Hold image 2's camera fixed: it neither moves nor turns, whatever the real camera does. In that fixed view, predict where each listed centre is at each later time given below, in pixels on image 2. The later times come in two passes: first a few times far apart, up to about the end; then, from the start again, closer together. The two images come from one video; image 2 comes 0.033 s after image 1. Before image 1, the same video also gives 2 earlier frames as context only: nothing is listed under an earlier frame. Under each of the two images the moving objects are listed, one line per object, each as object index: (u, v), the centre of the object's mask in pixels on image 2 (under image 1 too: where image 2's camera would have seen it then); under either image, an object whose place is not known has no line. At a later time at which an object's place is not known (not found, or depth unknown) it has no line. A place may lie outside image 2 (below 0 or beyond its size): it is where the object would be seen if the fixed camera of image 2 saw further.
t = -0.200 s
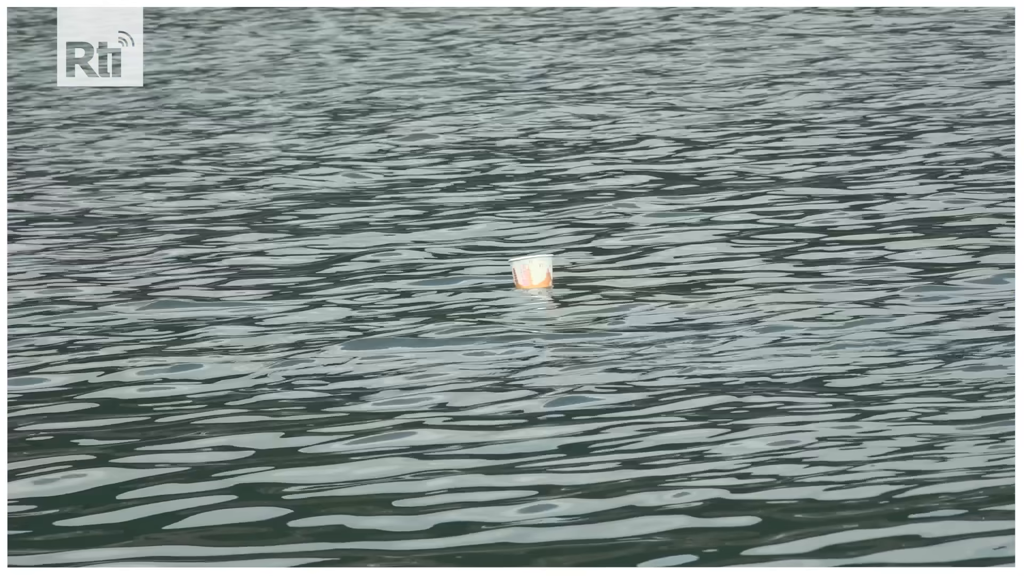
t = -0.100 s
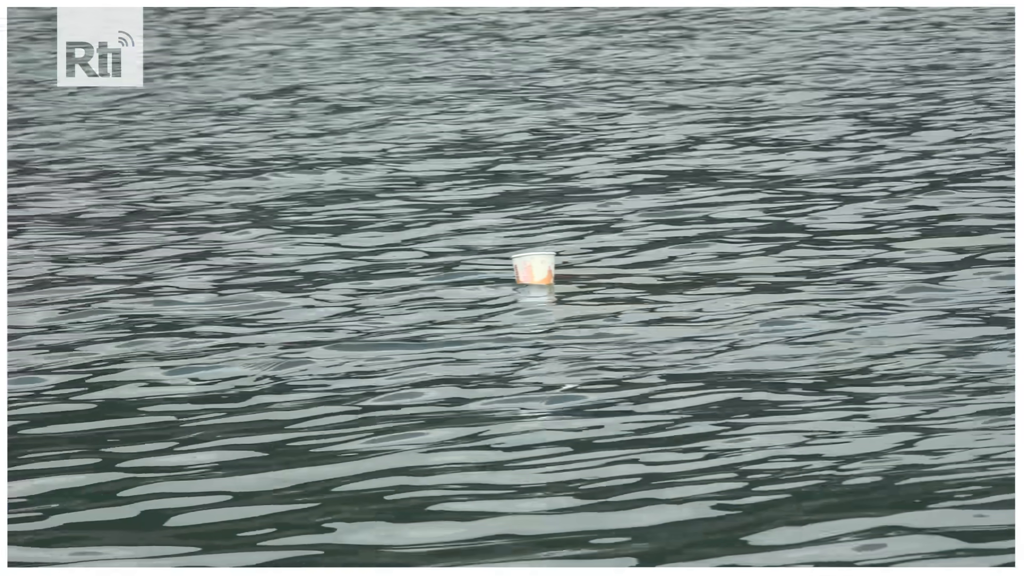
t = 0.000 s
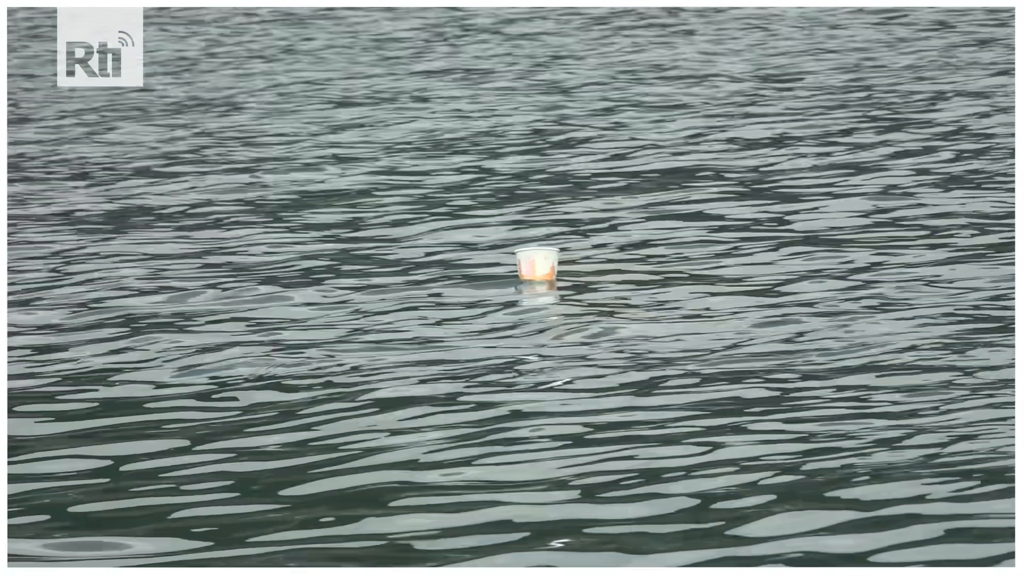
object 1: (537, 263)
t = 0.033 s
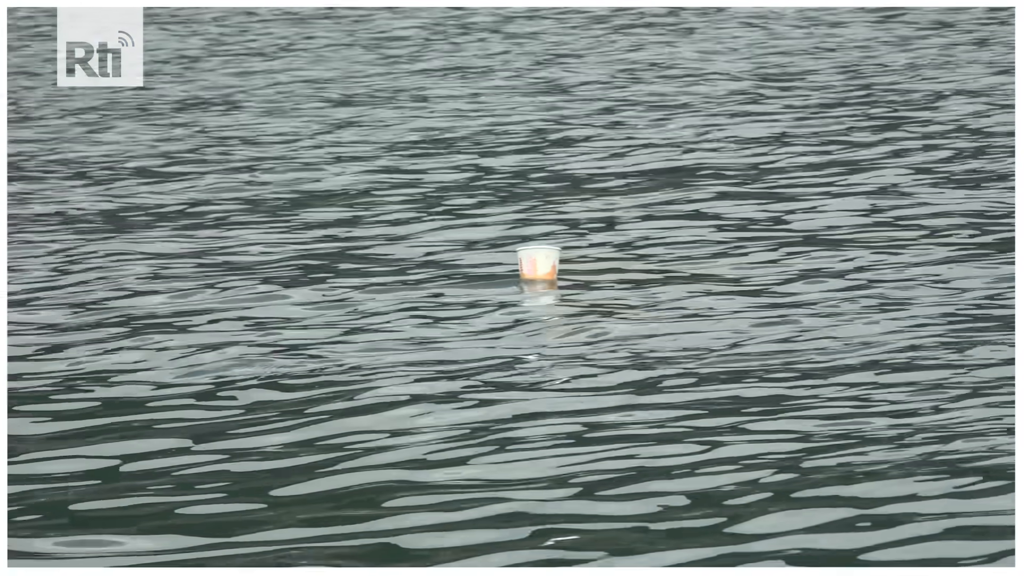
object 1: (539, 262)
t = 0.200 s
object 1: (546, 266)
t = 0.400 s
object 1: (555, 269)
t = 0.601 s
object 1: (564, 270)
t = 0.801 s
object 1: (569, 272)
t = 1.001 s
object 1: (574, 269)
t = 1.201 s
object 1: (581, 269)
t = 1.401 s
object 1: (591, 262)
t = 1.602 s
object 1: (600, 255)
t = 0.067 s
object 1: (540, 262)
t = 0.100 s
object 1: (541, 263)
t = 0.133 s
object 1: (542, 264)
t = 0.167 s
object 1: (544, 265)
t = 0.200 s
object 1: (546, 266)
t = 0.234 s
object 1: (548, 267)
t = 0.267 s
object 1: (549, 268)
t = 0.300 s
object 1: (550, 269)
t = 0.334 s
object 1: (552, 270)
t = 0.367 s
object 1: (553, 270)
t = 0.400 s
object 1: (555, 269)
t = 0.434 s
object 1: (556, 269)
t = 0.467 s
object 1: (558, 268)
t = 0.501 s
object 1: (559, 268)
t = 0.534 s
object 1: (561, 269)
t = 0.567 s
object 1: (562, 269)
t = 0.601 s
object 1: (564, 270)
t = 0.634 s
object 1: (565, 270)
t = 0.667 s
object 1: (566, 270)
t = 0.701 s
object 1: (567, 271)
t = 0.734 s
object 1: (568, 272)
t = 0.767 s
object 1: (569, 272)
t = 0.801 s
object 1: (569, 272)
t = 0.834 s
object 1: (569, 273)
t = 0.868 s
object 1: (570, 272)
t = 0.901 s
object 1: (571, 272)
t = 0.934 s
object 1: (572, 271)
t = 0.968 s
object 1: (573, 270)
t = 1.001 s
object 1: (574, 269)
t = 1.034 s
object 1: (575, 269)
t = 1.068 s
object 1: (576, 268)
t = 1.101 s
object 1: (577, 268)
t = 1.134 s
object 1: (578, 268)
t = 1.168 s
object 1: (579, 269)
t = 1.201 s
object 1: (581, 269)
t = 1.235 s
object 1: (583, 270)
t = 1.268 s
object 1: (585, 269)
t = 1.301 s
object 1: (587, 268)
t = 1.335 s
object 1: (589, 267)
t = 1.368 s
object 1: (591, 264)
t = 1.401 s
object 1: (591, 262)
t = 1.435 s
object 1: (593, 260)
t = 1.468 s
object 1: (594, 259)
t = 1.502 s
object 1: (595, 258)
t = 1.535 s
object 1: (597, 257)
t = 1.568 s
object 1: (599, 256)
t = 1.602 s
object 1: (600, 255)
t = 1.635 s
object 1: (601, 256)
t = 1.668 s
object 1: (602, 255)
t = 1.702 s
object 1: (603, 255)
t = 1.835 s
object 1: (608, 254)
